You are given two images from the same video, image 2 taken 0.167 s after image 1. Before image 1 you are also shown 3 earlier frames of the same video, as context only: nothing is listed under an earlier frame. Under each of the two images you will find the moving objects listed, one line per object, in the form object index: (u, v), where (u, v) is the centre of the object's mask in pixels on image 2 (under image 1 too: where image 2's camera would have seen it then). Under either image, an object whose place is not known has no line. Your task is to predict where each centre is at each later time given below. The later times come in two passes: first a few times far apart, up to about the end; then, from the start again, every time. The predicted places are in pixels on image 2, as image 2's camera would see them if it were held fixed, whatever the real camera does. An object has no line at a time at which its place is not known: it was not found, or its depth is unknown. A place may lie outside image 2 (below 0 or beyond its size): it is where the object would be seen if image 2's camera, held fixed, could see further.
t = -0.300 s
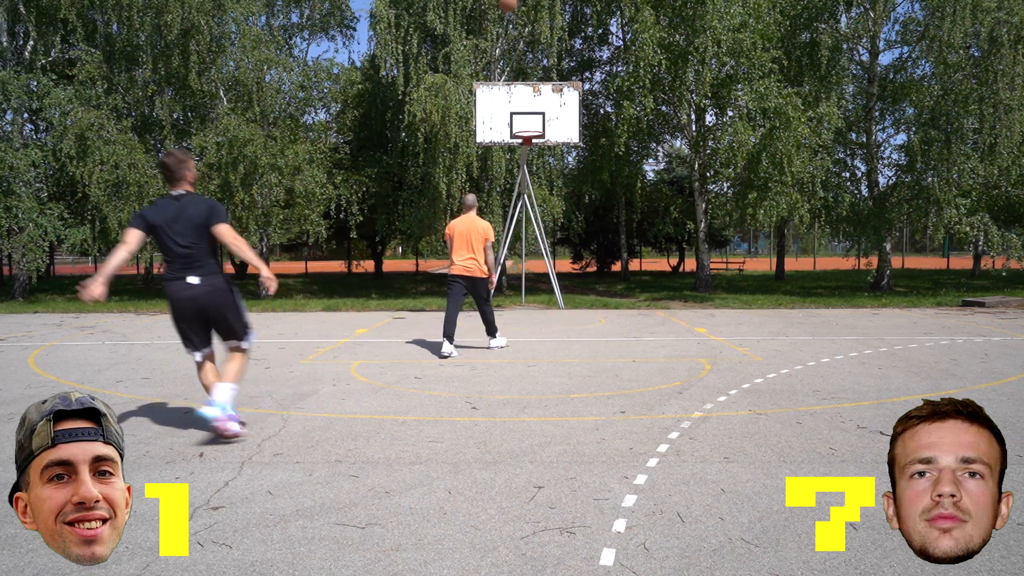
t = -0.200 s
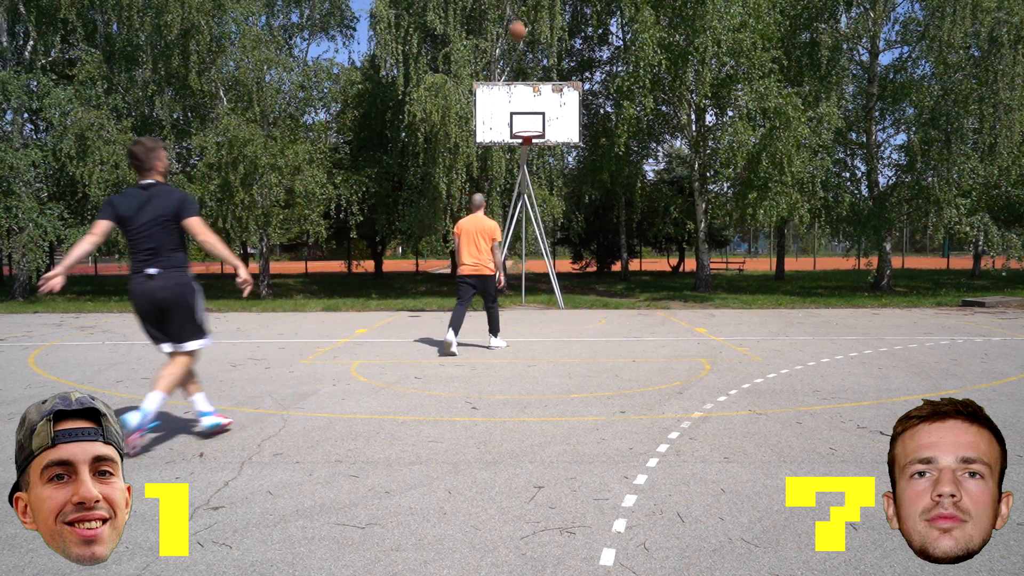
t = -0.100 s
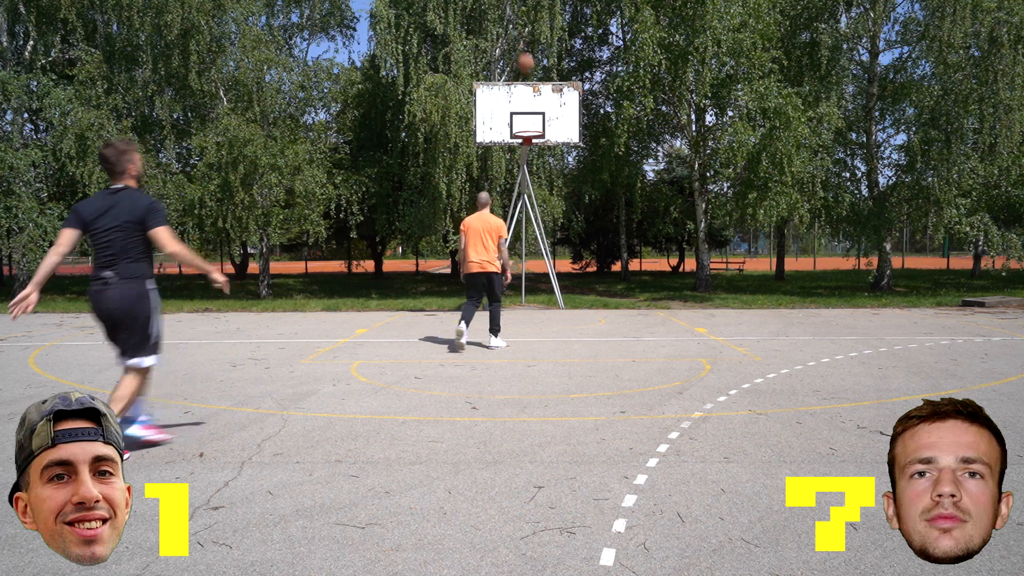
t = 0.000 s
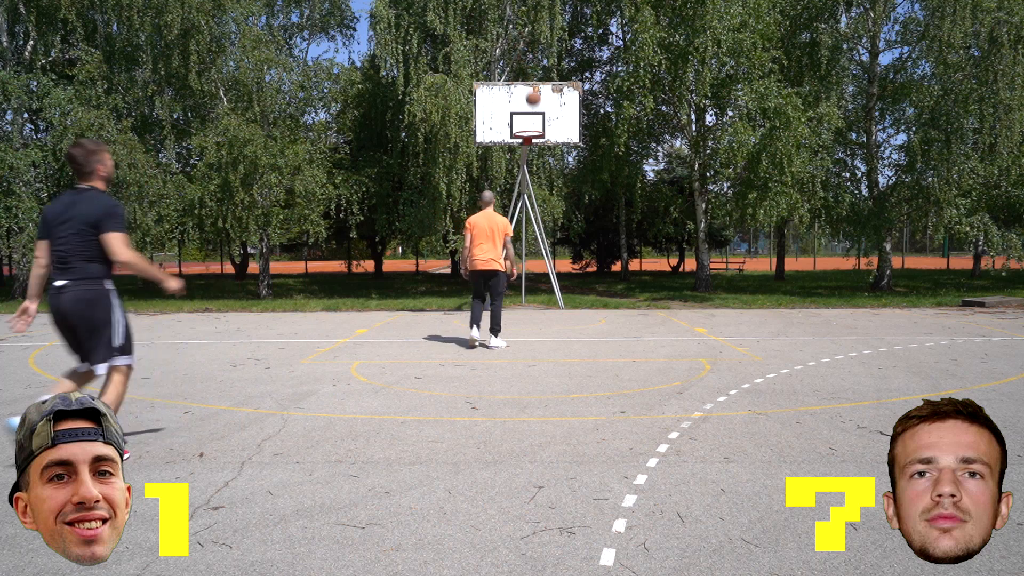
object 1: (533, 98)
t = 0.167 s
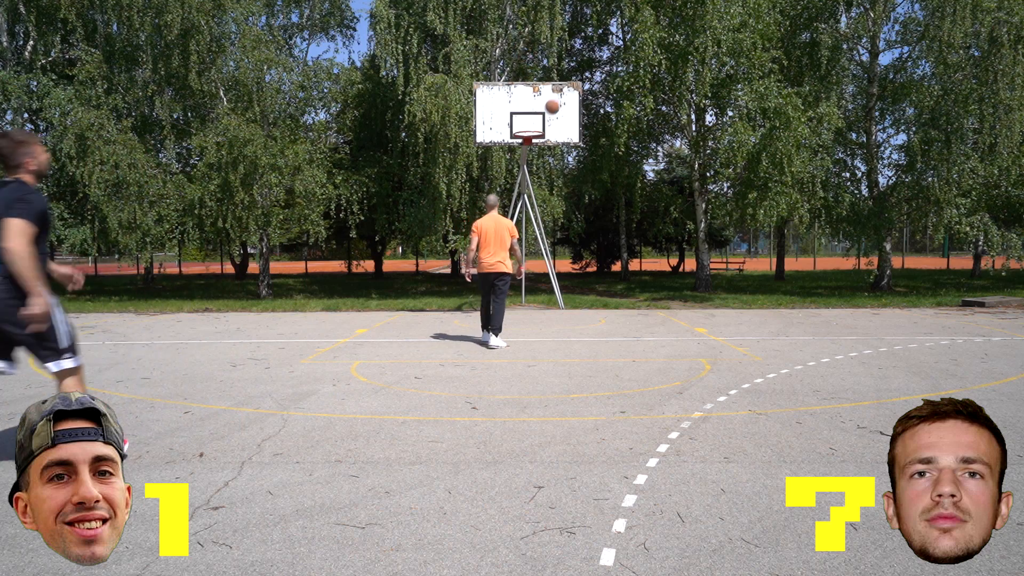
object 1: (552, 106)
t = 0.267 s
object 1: (568, 90)
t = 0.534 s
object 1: (609, 77)
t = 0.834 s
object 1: (655, 115)
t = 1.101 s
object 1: (696, 196)
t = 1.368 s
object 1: (735, 316)
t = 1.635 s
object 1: (771, 225)
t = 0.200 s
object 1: (557, 100)
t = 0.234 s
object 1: (562, 94)
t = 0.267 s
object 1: (568, 90)
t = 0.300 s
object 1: (574, 85)
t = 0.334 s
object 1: (578, 82)
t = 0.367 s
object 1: (583, 79)
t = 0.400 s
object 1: (588, 78)
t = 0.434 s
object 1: (594, 76)
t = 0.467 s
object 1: (598, 76)
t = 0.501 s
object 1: (604, 76)
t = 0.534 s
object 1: (609, 77)
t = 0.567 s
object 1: (614, 78)
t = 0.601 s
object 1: (619, 80)
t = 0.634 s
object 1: (624, 83)
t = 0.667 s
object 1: (630, 86)
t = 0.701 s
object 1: (635, 90)
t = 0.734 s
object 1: (640, 95)
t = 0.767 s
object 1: (645, 101)
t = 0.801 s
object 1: (650, 108)
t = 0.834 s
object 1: (655, 115)
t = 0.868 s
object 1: (661, 122)
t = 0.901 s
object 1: (665, 130)
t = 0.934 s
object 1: (671, 139)
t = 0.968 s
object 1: (676, 151)
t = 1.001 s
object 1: (681, 161)
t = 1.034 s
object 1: (686, 172)
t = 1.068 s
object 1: (691, 184)
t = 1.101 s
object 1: (696, 196)
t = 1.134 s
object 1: (700, 210)
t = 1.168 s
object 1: (707, 224)
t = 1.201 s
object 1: (712, 238)
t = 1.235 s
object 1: (716, 253)
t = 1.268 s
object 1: (722, 273)
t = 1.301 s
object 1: (725, 286)
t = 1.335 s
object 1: (731, 303)
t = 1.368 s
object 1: (735, 316)
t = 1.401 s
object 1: (741, 300)
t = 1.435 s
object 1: (745, 287)
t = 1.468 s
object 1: (749, 278)
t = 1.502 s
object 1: (753, 265)
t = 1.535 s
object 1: (758, 253)
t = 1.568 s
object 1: (762, 243)
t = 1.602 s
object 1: (767, 233)
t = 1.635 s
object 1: (771, 225)
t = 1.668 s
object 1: (776, 216)
